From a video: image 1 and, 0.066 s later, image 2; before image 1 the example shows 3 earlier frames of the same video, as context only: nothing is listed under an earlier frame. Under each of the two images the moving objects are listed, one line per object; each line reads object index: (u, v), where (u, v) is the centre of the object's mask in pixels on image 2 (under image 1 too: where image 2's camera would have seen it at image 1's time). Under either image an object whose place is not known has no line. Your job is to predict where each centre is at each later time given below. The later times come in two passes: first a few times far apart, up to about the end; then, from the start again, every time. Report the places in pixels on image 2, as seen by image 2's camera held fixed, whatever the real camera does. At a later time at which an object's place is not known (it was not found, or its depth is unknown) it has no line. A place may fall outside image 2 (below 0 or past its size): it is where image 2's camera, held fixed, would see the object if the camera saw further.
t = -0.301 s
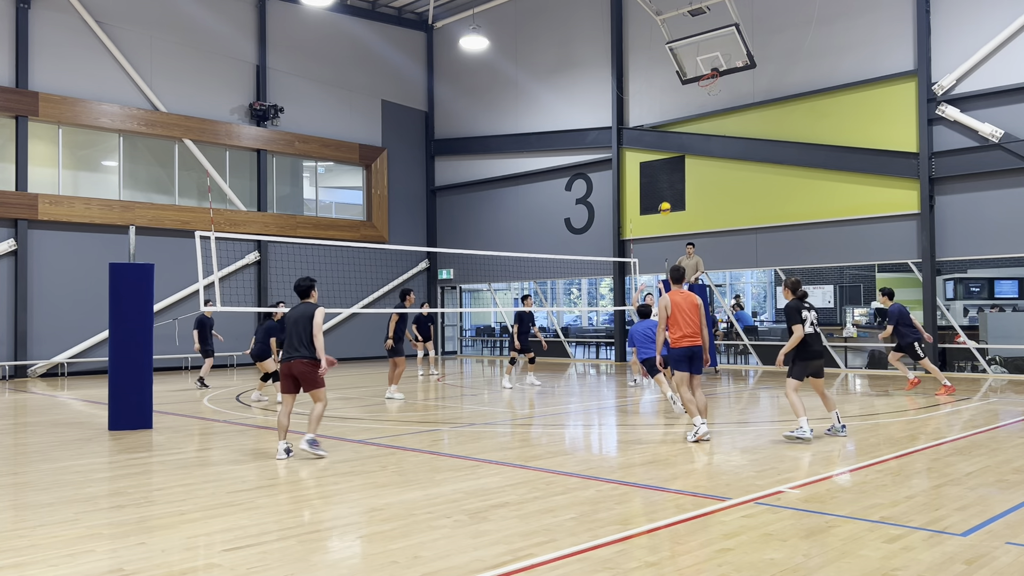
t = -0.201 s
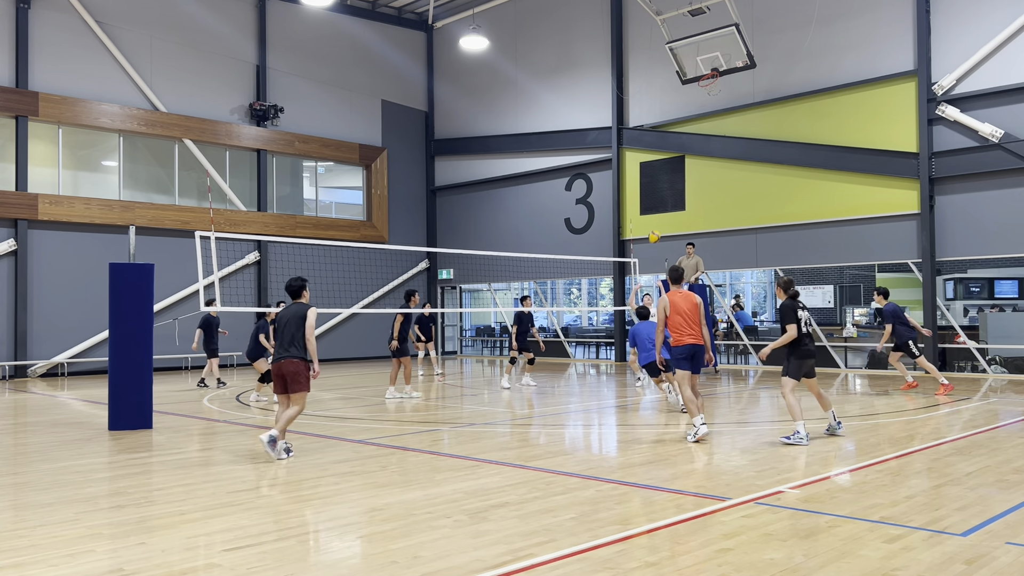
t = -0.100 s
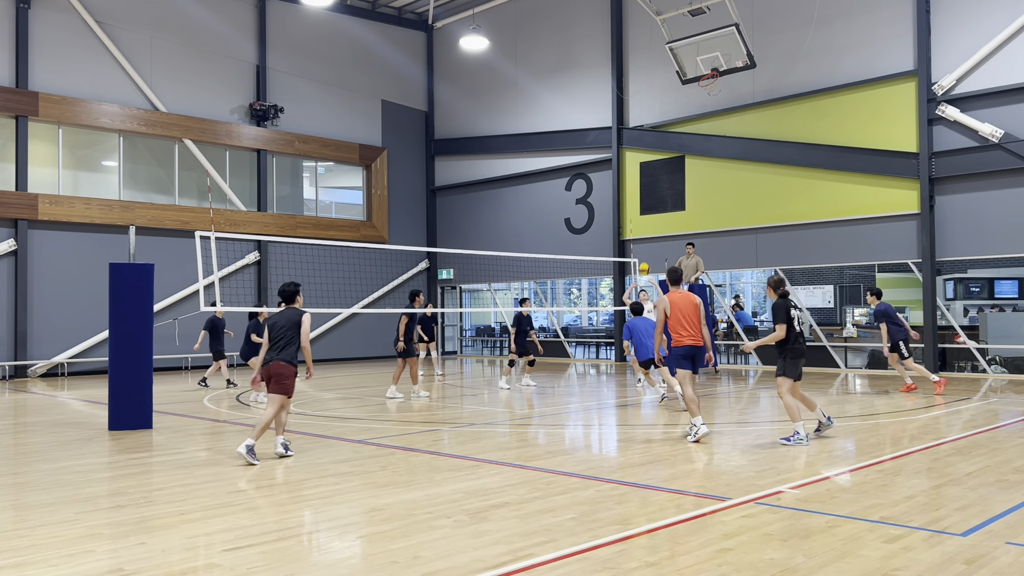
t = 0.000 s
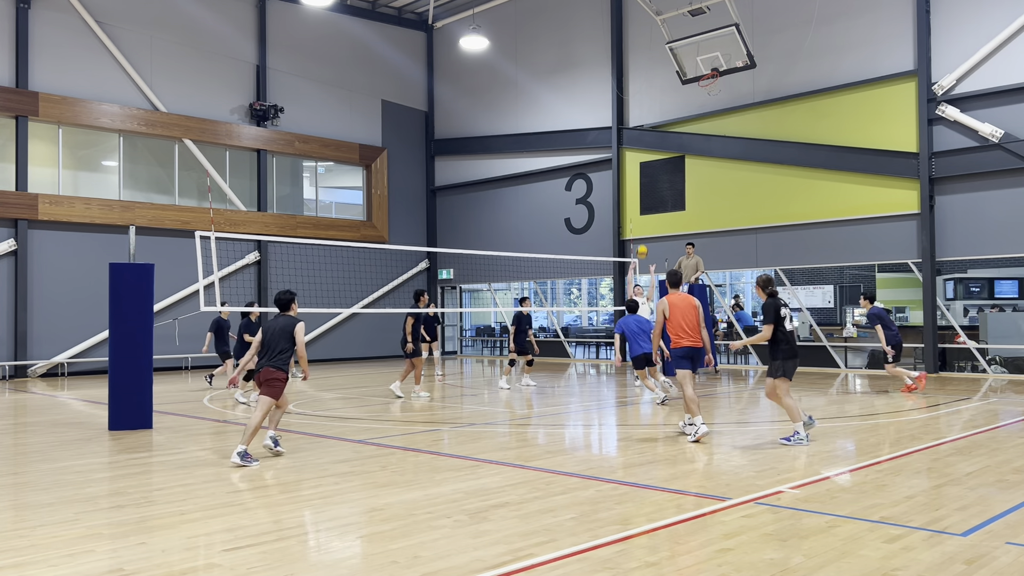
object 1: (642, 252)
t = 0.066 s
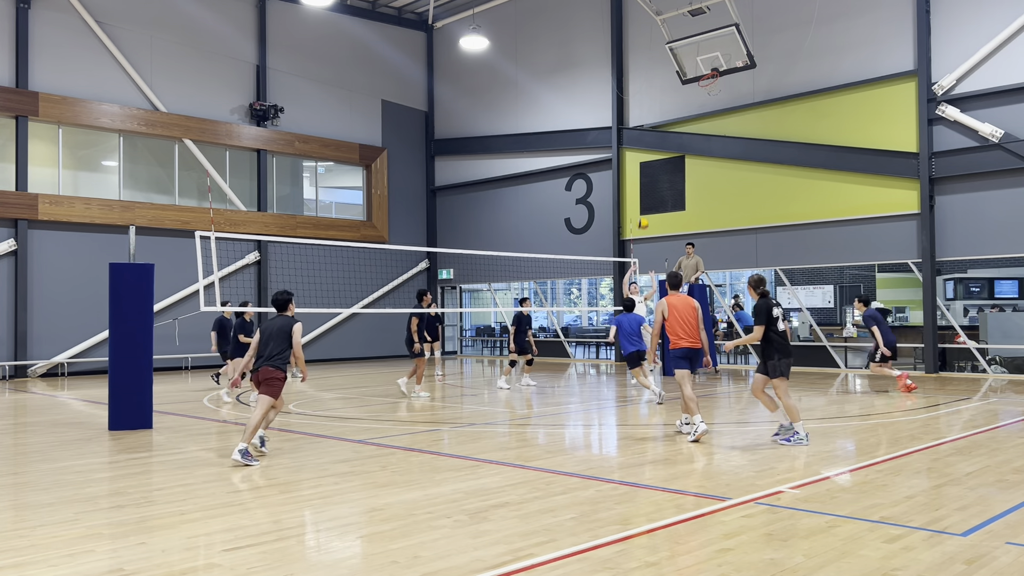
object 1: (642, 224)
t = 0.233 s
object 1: (645, 167)
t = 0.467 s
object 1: (648, 114)
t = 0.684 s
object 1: (652, 92)
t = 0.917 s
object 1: (655, 97)
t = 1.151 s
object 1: (659, 132)
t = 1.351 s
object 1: (662, 184)
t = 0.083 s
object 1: (643, 217)
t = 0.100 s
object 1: (643, 210)
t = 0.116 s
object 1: (644, 205)
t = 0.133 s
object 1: (644, 199)
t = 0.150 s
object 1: (644, 193)
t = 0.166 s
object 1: (644, 187)
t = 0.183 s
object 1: (644, 182)
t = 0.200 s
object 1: (645, 177)
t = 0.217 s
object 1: (645, 171)
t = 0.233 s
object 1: (645, 167)
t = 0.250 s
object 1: (645, 162)
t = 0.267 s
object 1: (645, 157)
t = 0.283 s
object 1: (646, 152)
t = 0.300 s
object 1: (646, 148)
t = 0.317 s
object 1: (646, 144)
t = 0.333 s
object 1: (646, 140)
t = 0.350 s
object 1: (647, 137)
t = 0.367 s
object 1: (647, 133)
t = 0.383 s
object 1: (647, 130)
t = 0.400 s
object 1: (647, 126)
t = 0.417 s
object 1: (647, 123)
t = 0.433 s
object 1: (648, 120)
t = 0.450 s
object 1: (648, 117)
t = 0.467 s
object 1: (648, 114)
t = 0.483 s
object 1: (648, 112)
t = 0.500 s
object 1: (649, 109)
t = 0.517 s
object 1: (649, 107)
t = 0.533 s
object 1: (649, 105)
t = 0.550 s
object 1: (650, 102)
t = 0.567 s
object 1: (650, 101)
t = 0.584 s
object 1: (650, 99)
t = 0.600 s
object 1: (650, 98)
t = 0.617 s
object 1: (651, 96)
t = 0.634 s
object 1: (651, 95)
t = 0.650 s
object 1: (651, 94)
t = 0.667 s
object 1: (651, 93)
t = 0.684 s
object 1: (652, 92)
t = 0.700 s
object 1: (652, 92)
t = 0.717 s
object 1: (652, 91)
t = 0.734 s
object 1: (652, 91)
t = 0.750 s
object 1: (652, 91)
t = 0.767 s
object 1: (653, 91)
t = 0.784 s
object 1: (653, 91)
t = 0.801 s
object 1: (653, 92)
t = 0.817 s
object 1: (654, 92)
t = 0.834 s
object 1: (654, 92)
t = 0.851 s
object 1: (654, 93)
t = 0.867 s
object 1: (654, 94)
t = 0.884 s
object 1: (655, 95)
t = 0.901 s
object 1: (655, 96)
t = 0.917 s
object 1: (655, 97)
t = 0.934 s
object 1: (655, 99)
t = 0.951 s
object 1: (656, 101)
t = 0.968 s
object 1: (656, 102)
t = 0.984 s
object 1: (656, 104)
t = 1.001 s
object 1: (656, 106)
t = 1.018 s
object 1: (657, 109)
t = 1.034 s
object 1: (657, 111)
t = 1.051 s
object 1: (657, 113)
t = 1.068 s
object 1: (658, 116)
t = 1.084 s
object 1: (658, 119)
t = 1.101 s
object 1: (658, 122)
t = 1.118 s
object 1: (658, 126)
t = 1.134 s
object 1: (659, 129)
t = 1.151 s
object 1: (659, 132)
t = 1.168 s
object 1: (659, 136)
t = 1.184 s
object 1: (660, 139)
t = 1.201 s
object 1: (660, 143)
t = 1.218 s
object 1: (660, 147)
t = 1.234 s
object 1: (660, 151)
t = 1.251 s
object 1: (661, 155)
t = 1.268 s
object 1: (661, 160)
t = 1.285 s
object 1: (661, 164)
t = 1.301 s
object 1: (661, 169)
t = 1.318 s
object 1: (662, 174)
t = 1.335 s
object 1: (662, 179)
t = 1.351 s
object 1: (662, 184)
